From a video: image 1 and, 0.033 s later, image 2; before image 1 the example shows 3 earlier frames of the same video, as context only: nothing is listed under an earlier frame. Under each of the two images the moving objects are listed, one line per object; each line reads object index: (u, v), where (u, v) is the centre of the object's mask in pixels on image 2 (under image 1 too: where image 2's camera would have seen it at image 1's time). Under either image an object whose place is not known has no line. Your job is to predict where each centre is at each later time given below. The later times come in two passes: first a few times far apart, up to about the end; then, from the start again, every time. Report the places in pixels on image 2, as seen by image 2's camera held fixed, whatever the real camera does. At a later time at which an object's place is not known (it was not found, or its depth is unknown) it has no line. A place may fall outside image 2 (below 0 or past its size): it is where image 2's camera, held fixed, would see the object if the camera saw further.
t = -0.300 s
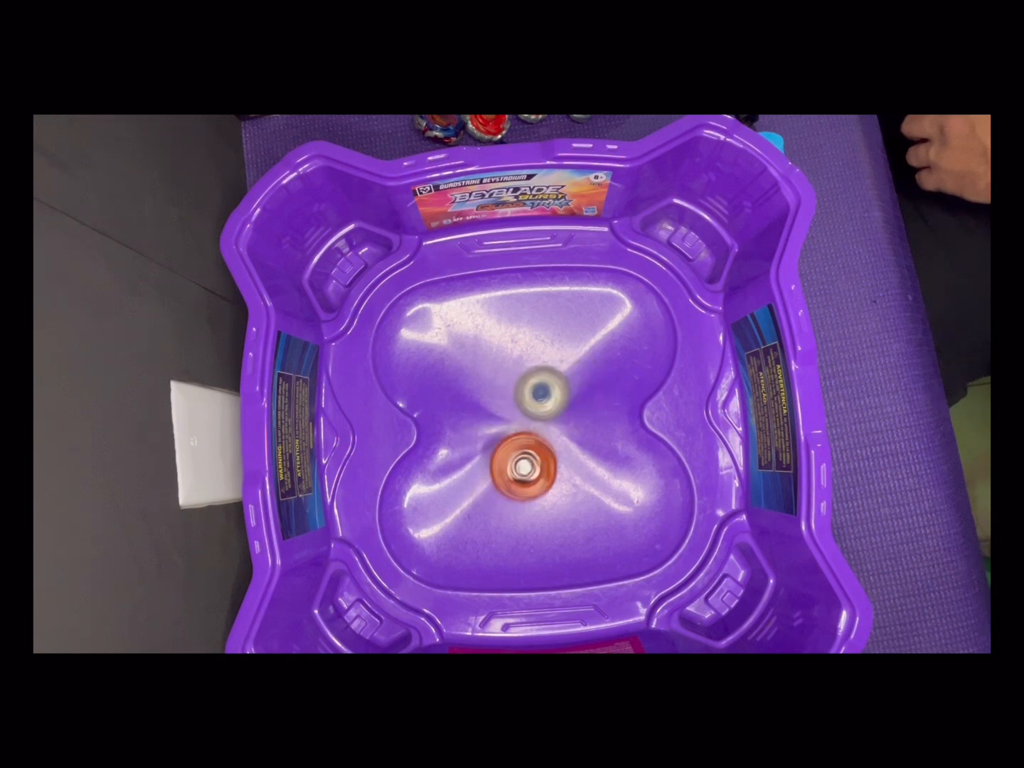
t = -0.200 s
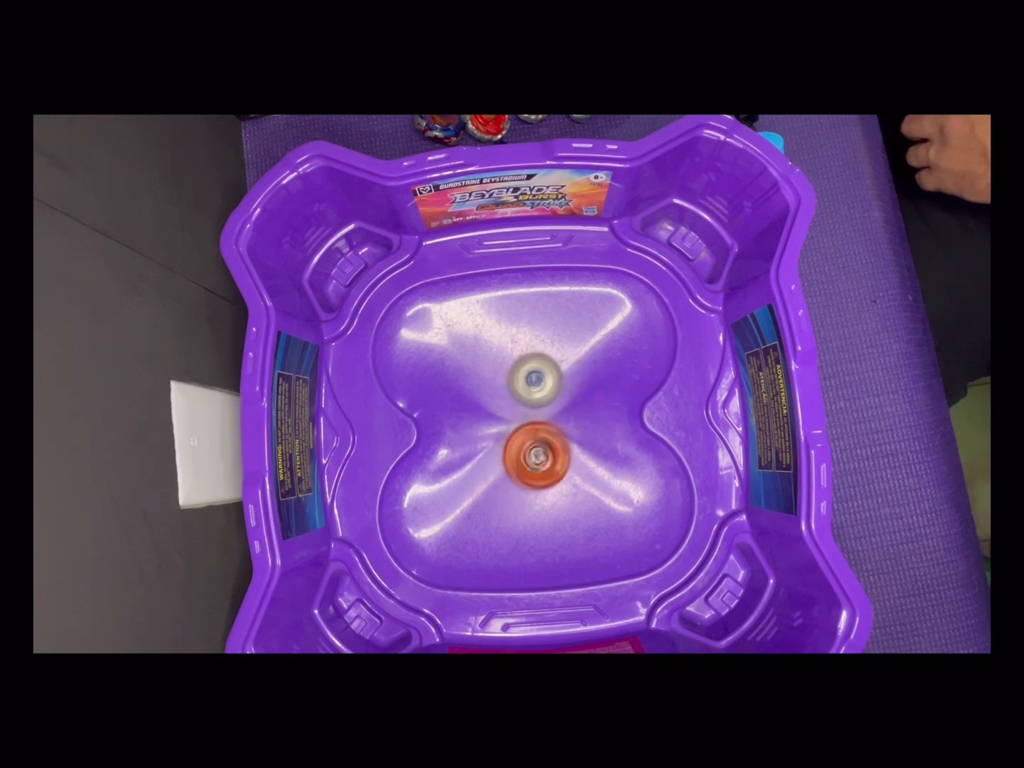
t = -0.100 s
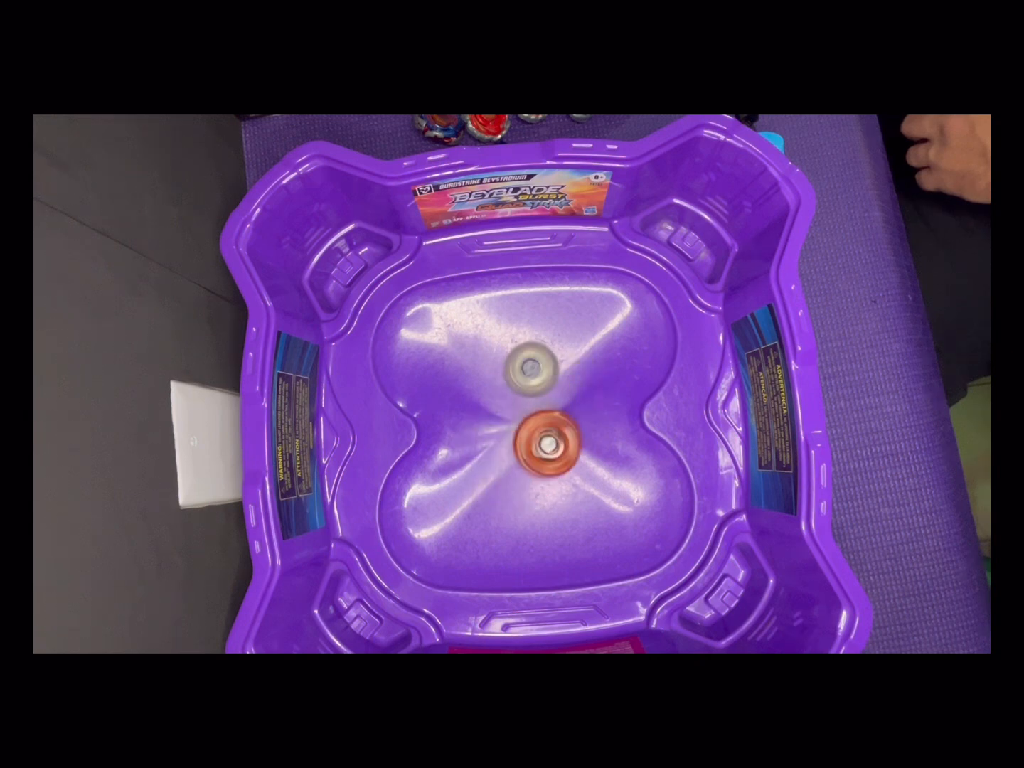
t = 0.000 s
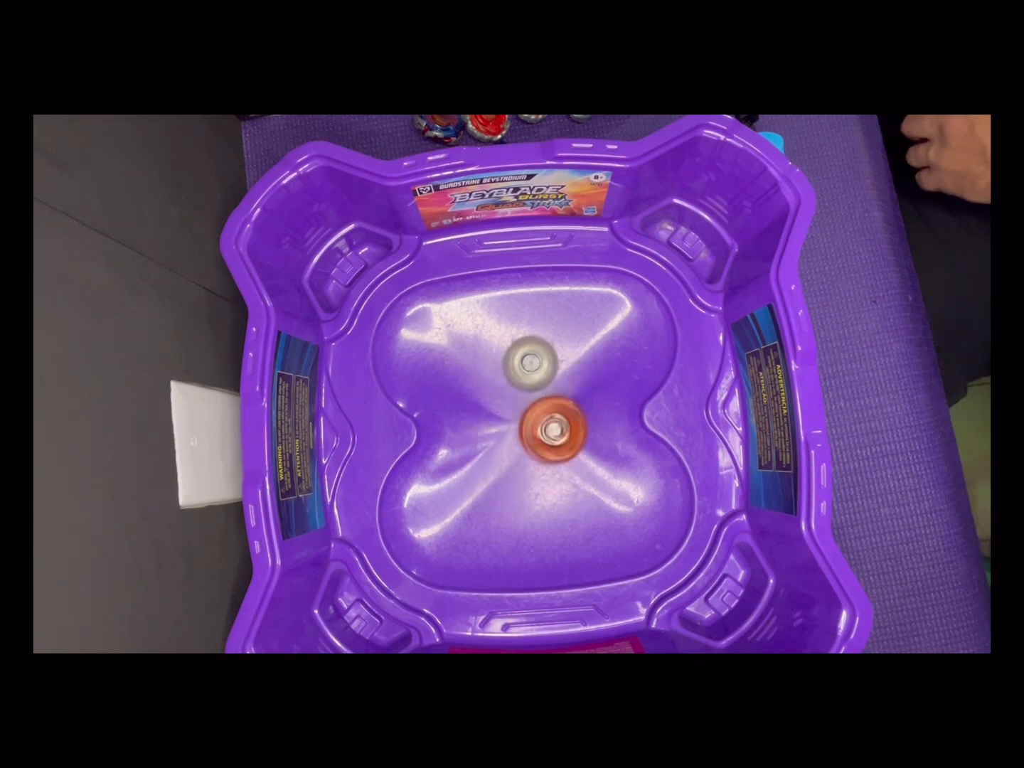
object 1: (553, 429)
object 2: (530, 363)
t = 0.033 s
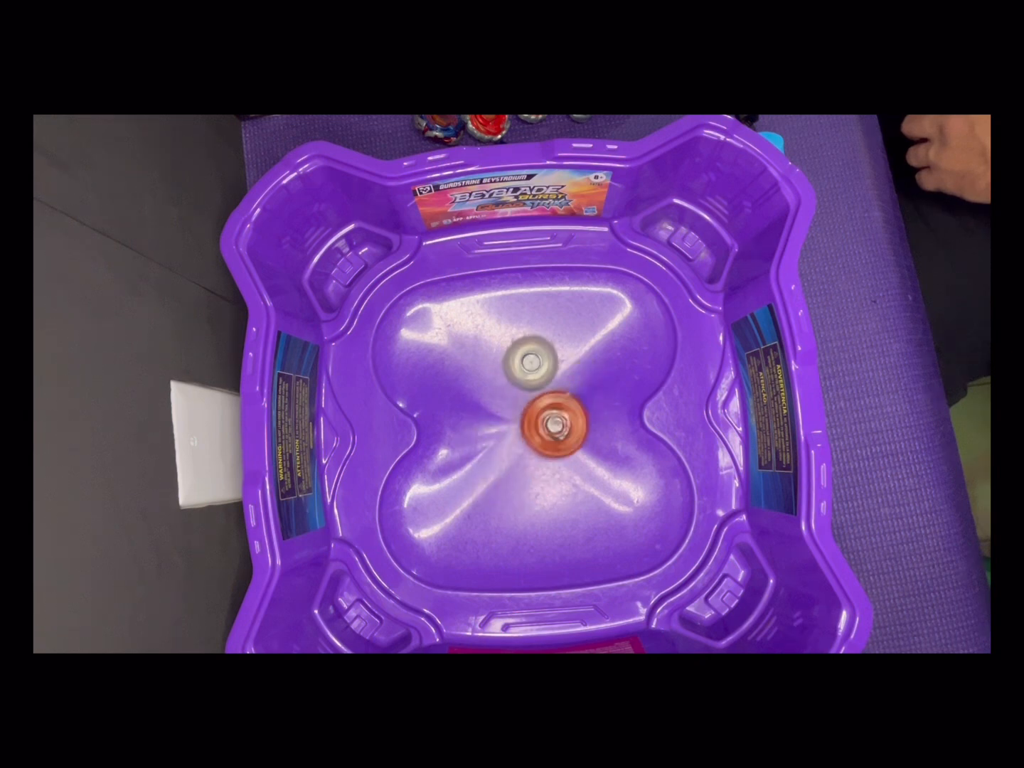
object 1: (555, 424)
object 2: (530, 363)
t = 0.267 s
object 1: (556, 429)
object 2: (528, 370)
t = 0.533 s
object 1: (533, 471)
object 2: (518, 413)
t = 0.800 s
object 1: (525, 496)
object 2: (499, 431)
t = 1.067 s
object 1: (532, 501)
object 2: (512, 440)
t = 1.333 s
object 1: (569, 492)
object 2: (504, 450)
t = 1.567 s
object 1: (570, 432)
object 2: (502, 460)
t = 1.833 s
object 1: (510, 386)
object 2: (497, 459)
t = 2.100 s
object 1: (471, 389)
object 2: (517, 455)
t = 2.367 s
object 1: (510, 383)
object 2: (514, 464)
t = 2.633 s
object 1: (552, 389)
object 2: (510, 455)
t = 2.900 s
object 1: (566, 393)
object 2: (512, 457)
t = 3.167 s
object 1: (528, 401)
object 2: (510, 459)
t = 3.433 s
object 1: (526, 368)
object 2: (500, 457)
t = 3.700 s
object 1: (558, 394)
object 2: (516, 452)
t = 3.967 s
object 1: (566, 430)
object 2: (511, 465)
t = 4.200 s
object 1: (564, 426)
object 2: (501, 452)
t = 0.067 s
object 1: (554, 419)
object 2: (530, 363)
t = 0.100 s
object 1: (554, 414)
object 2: (530, 362)
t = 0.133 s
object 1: (557, 417)
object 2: (527, 358)
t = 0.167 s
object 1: (559, 421)
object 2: (526, 357)
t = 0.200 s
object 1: (559, 423)
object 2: (527, 359)
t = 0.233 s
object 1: (559, 426)
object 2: (528, 364)
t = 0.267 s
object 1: (556, 429)
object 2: (528, 370)
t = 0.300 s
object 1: (552, 434)
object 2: (527, 376)
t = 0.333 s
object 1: (549, 440)
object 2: (526, 381)
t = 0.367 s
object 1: (546, 446)
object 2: (525, 387)
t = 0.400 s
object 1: (543, 452)
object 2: (524, 393)
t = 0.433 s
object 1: (540, 457)
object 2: (523, 398)
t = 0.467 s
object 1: (539, 462)
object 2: (522, 404)
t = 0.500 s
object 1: (534, 467)
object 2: (521, 409)
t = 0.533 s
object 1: (533, 471)
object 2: (518, 413)
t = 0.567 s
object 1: (535, 480)
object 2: (514, 412)
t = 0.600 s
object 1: (533, 486)
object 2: (511, 414)
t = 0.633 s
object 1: (532, 489)
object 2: (508, 417)
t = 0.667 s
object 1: (531, 493)
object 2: (506, 421)
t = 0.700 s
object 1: (529, 496)
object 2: (503, 424)
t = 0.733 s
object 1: (528, 497)
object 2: (500, 427)
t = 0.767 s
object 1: (526, 497)
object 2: (499, 429)
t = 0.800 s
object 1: (525, 496)
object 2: (499, 431)
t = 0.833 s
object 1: (523, 494)
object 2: (501, 432)
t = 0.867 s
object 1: (522, 491)
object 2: (503, 434)
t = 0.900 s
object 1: (522, 492)
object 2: (504, 434)
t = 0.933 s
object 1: (523, 493)
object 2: (505, 434)
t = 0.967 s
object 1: (524, 496)
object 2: (506, 435)
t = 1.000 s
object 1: (527, 500)
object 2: (508, 435)
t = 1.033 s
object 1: (529, 501)
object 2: (510, 436)
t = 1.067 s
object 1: (532, 501)
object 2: (512, 440)
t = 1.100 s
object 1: (534, 500)
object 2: (513, 443)
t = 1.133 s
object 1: (540, 505)
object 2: (511, 442)
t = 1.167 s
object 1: (546, 509)
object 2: (509, 442)
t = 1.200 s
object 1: (549, 508)
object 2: (508, 443)
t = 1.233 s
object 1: (555, 506)
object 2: (507, 445)
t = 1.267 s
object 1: (560, 502)
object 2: (506, 447)
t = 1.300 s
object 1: (566, 497)
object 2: (504, 449)
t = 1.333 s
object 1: (569, 492)
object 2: (504, 450)
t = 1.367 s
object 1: (573, 484)
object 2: (504, 451)
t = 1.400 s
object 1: (576, 477)
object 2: (504, 453)
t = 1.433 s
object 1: (578, 470)
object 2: (504, 454)
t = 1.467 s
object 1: (579, 461)
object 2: (504, 456)
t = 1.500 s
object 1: (578, 450)
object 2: (503, 458)
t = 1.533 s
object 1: (575, 440)
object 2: (502, 459)
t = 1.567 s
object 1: (570, 432)
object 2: (502, 460)
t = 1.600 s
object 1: (564, 423)
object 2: (501, 462)
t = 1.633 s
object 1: (556, 414)
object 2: (499, 462)
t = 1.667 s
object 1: (549, 407)
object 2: (499, 463)
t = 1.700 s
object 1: (542, 403)
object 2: (498, 464)
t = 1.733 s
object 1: (536, 399)
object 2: (497, 463)
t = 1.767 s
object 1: (528, 394)
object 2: (496, 463)
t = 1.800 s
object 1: (519, 389)
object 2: (496, 461)
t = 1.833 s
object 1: (510, 386)
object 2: (497, 459)
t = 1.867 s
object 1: (501, 383)
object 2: (499, 457)
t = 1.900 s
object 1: (492, 381)
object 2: (502, 457)
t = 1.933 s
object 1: (483, 382)
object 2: (504, 455)
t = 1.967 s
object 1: (476, 383)
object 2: (507, 454)
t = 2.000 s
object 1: (471, 385)
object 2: (509, 454)
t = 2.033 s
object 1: (469, 386)
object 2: (512, 454)
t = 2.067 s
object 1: (469, 388)
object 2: (515, 454)
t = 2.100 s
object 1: (471, 389)
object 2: (517, 455)
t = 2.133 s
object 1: (476, 389)
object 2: (519, 457)
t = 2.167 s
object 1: (479, 390)
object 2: (520, 459)
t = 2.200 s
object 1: (482, 389)
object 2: (520, 460)
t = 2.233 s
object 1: (488, 386)
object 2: (520, 462)
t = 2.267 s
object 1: (494, 385)
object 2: (520, 463)
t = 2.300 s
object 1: (499, 384)
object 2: (518, 464)
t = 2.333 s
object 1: (503, 383)
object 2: (516, 464)
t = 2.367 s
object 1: (510, 383)
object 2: (514, 464)
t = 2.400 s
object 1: (515, 384)
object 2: (512, 462)
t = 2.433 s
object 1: (520, 385)
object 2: (510, 459)
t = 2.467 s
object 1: (525, 387)
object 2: (509, 456)
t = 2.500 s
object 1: (531, 390)
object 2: (510, 453)
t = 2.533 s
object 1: (535, 394)
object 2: (511, 450)
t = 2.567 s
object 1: (540, 396)
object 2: (511, 449)
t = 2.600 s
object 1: (547, 391)
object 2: (510, 453)
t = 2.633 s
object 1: (552, 389)
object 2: (510, 455)
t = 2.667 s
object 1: (557, 389)
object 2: (510, 455)
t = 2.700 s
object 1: (561, 391)
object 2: (510, 456)
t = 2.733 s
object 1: (564, 391)
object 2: (510, 456)
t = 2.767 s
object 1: (567, 392)
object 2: (510, 457)
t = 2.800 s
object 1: (568, 393)
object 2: (511, 457)
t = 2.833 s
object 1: (568, 392)
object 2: (511, 457)
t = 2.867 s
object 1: (568, 392)
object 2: (512, 457)
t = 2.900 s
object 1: (566, 393)
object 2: (512, 457)
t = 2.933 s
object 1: (563, 393)
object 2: (513, 457)
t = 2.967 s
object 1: (560, 395)
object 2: (514, 457)
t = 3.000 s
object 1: (555, 395)
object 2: (514, 457)
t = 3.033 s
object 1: (551, 396)
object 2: (514, 457)
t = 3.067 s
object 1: (546, 397)
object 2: (514, 458)
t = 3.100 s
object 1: (540, 399)
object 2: (514, 459)
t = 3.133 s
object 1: (533, 400)
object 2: (512, 460)
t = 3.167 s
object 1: (528, 401)
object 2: (510, 459)
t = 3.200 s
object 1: (523, 402)
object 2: (509, 457)
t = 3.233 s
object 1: (518, 400)
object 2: (508, 458)
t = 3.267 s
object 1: (518, 392)
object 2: (505, 459)
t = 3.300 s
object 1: (518, 386)
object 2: (502, 461)
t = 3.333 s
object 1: (521, 379)
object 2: (501, 460)
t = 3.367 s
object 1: (521, 374)
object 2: (500, 459)
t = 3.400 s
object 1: (523, 370)
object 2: (500, 458)
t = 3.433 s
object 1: (526, 368)
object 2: (500, 457)
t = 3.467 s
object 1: (530, 370)
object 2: (501, 454)
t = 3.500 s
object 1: (535, 371)
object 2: (502, 453)
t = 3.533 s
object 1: (539, 373)
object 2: (505, 451)
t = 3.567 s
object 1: (544, 377)
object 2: (508, 451)
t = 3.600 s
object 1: (548, 380)
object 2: (510, 452)
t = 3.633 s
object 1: (551, 385)
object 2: (512, 452)
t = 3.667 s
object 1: (555, 390)
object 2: (514, 452)
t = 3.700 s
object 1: (558, 394)
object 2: (516, 452)
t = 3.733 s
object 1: (561, 400)
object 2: (518, 453)
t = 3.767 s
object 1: (562, 404)
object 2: (520, 454)
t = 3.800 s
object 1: (563, 410)
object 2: (521, 455)
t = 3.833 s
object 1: (565, 413)
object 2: (521, 458)
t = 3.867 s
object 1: (565, 417)
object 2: (519, 461)
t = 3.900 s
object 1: (565, 421)
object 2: (517, 463)
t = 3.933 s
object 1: (565, 426)
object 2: (514, 464)
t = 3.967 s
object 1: (566, 430)
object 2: (511, 465)
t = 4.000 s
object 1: (567, 434)
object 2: (507, 465)
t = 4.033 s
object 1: (567, 435)
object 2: (505, 464)
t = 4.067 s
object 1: (566, 434)
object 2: (503, 462)
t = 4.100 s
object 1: (565, 432)
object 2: (501, 460)
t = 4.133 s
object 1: (565, 429)
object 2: (500, 457)
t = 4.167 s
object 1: (564, 427)
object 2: (500, 455)
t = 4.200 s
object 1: (564, 426)
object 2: (501, 452)
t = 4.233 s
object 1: (564, 424)
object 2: (501, 448)
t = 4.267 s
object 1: (564, 422)
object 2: (503, 445)
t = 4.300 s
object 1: (564, 421)
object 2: (505, 443)
